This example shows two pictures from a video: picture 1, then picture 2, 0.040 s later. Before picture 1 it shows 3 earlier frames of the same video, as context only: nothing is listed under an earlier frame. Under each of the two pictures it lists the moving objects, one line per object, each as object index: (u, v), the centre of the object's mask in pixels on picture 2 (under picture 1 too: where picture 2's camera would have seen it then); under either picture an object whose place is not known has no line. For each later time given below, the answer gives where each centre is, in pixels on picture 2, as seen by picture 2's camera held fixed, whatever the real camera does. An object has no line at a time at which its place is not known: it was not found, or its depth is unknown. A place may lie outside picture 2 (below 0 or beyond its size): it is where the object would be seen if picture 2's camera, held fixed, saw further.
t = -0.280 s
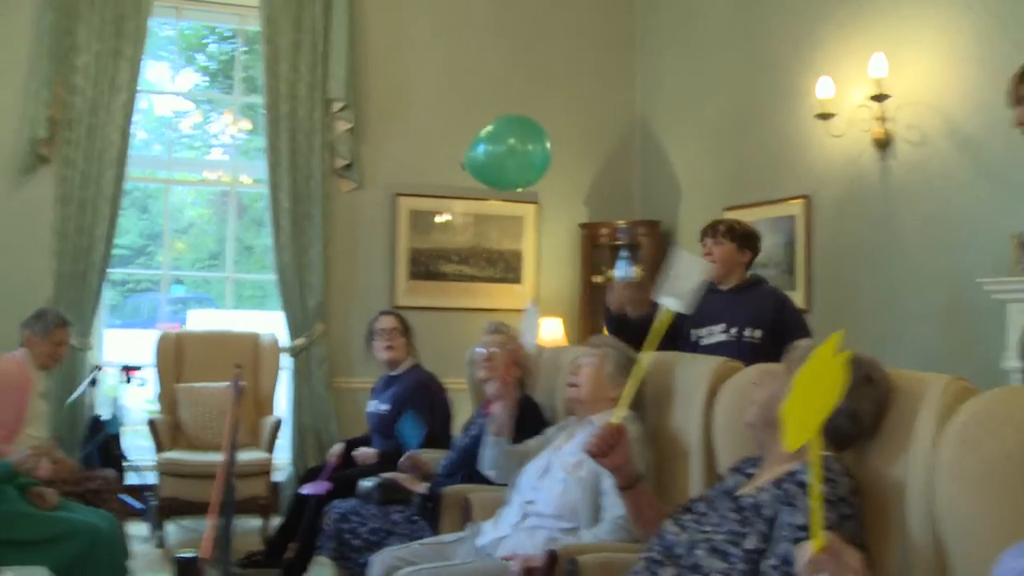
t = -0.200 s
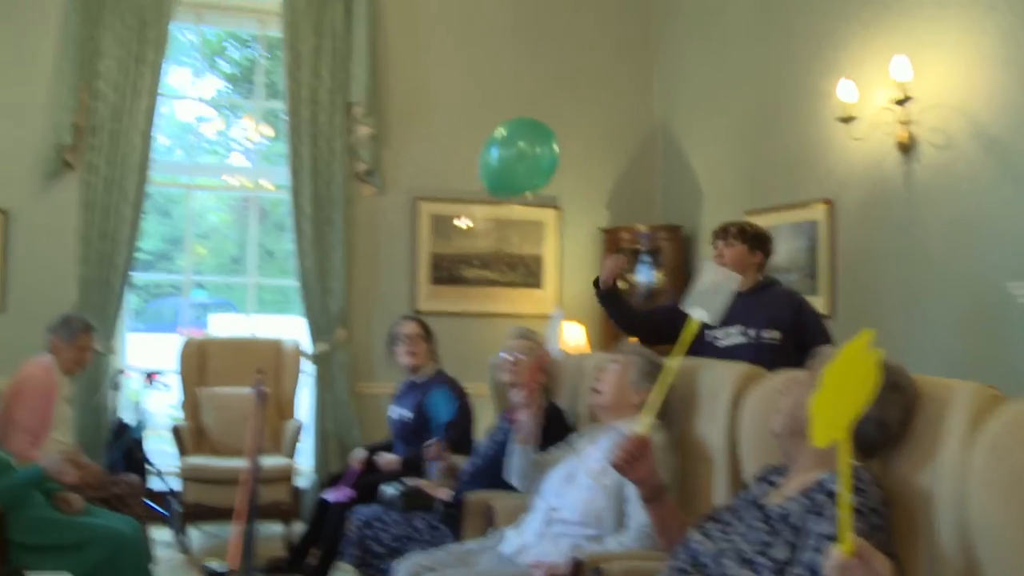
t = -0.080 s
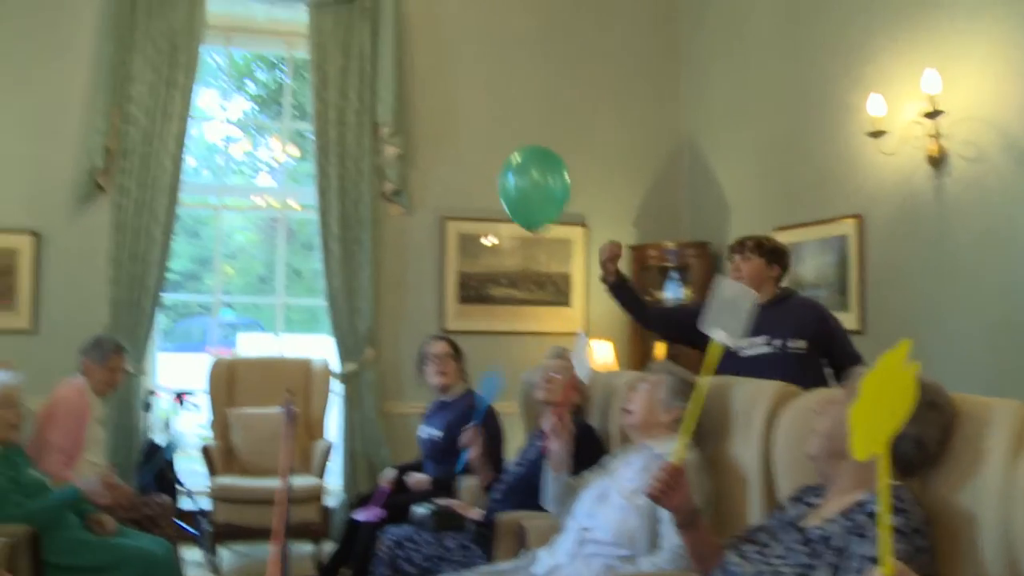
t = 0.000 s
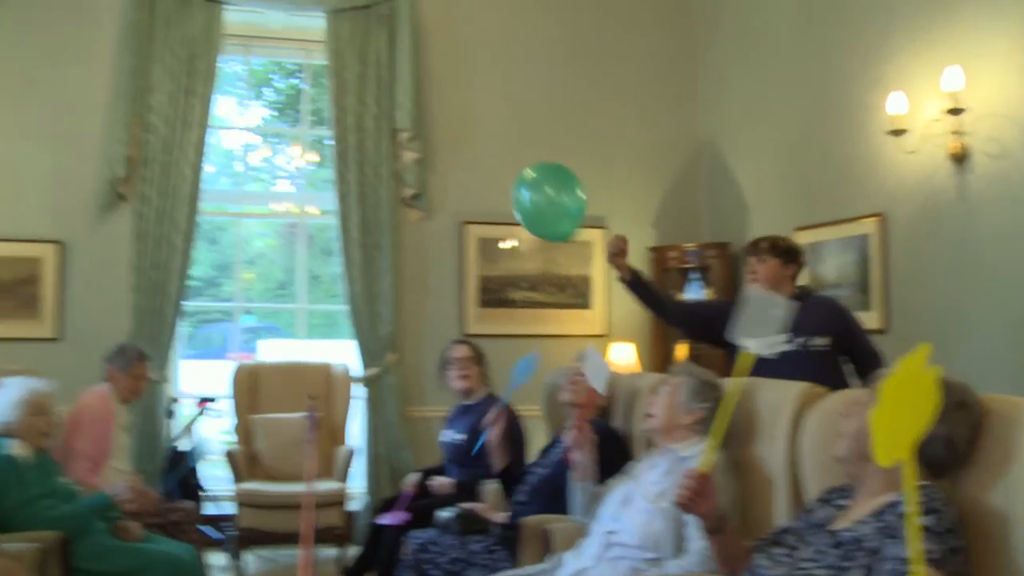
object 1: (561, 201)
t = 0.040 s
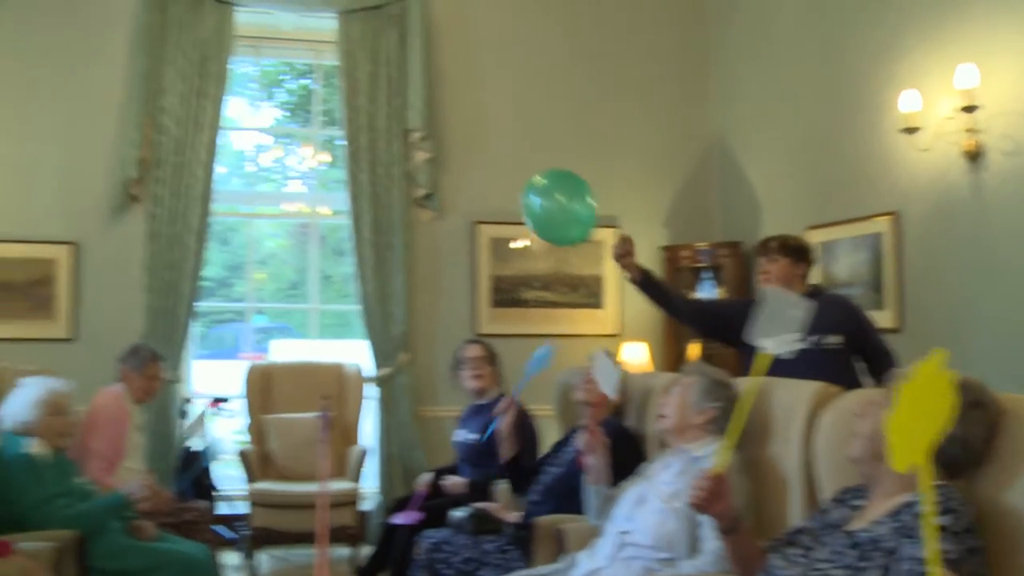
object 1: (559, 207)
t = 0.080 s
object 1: (558, 214)
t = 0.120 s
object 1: (556, 222)
